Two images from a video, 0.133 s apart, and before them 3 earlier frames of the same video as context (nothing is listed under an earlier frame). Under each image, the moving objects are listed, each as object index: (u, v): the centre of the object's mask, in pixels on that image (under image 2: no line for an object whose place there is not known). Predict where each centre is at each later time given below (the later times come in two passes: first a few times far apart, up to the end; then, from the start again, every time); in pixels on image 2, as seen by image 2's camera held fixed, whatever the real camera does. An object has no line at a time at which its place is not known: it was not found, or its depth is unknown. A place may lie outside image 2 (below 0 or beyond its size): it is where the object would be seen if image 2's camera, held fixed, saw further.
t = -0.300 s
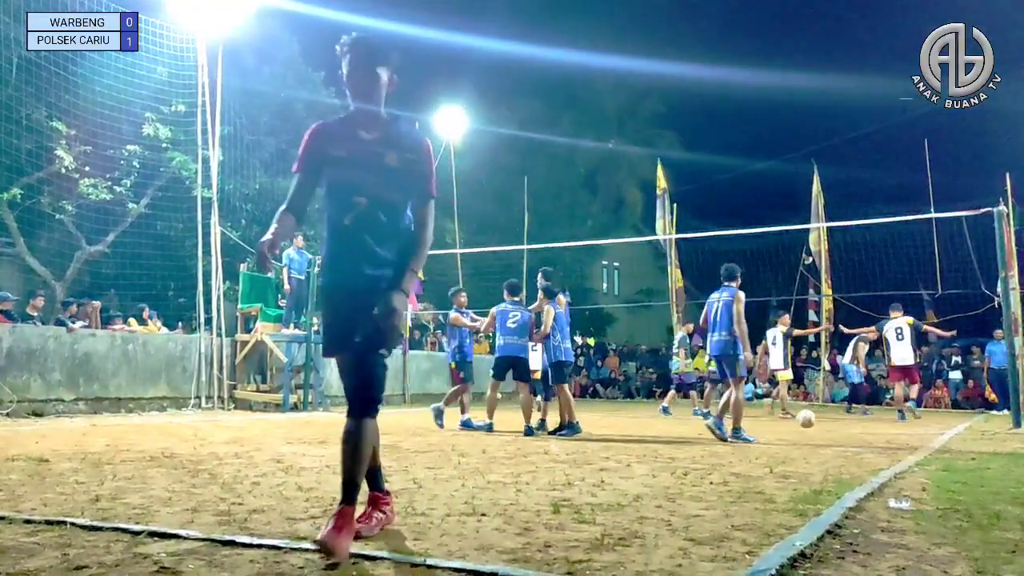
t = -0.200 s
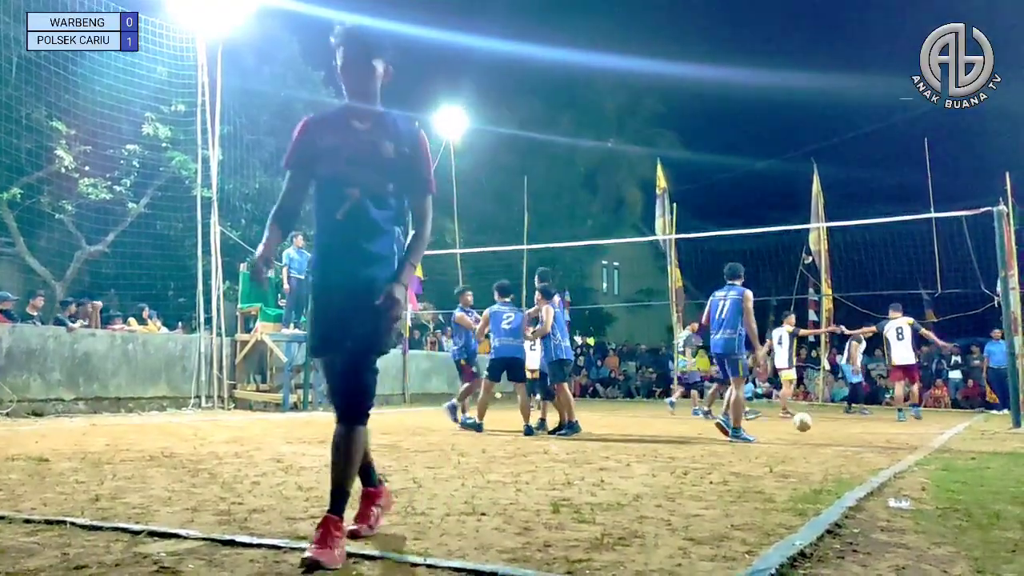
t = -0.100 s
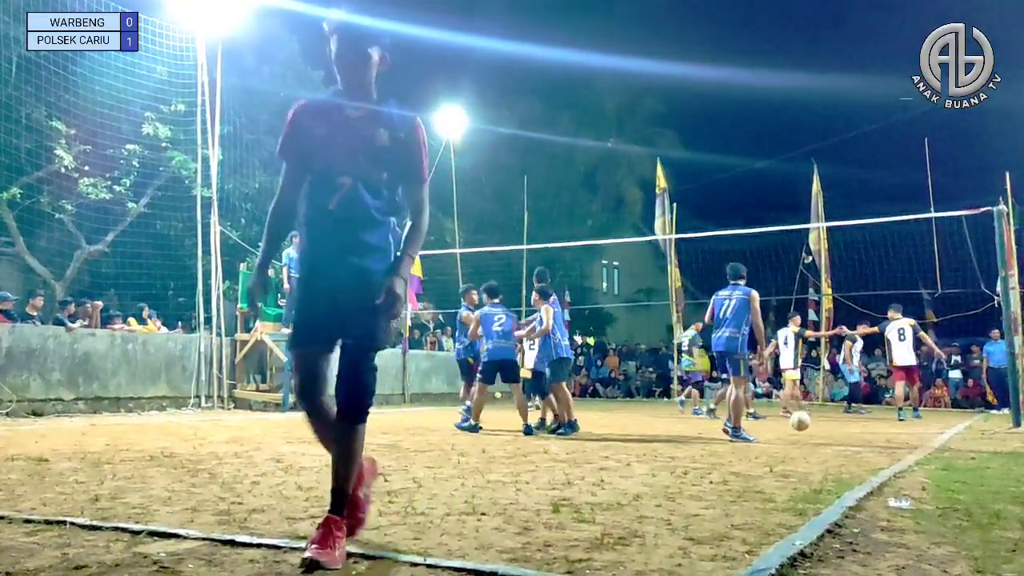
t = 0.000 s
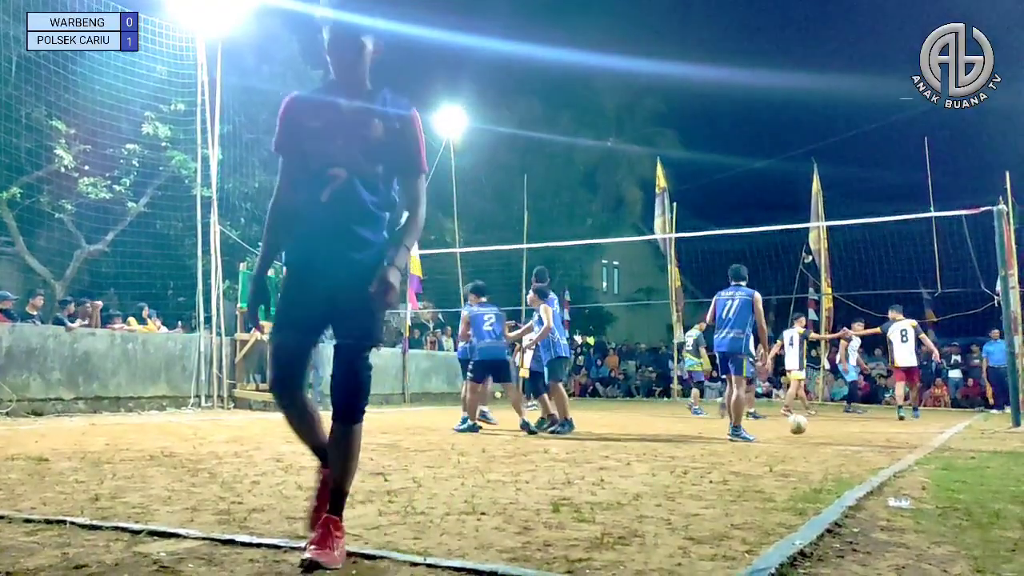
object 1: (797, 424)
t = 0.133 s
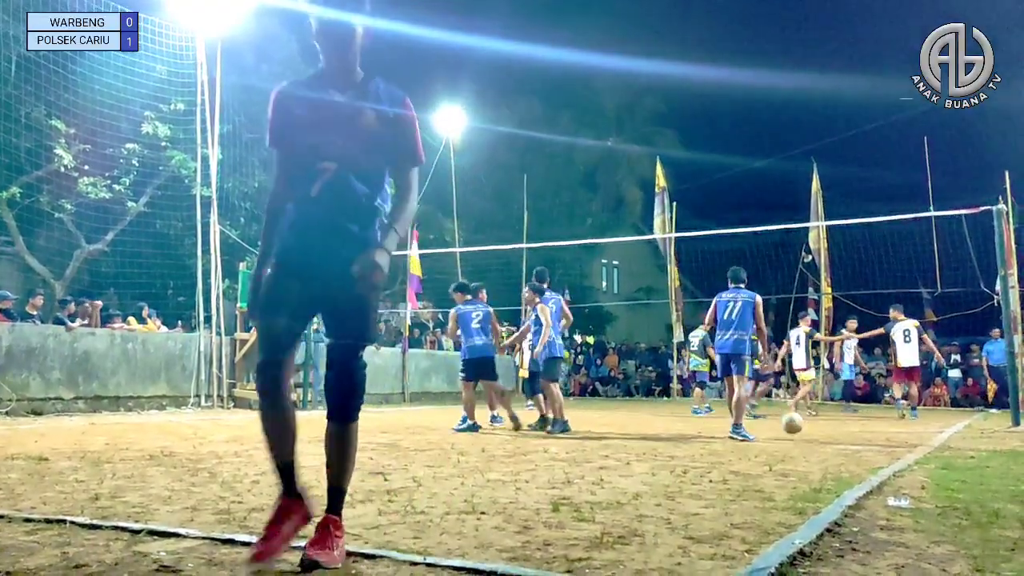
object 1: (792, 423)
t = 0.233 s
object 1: (788, 429)
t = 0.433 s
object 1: (782, 433)
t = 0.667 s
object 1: (773, 440)
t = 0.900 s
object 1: (764, 447)
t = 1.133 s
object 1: (750, 455)
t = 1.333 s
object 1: (736, 470)
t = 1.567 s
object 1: (714, 488)
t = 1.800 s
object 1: (680, 518)
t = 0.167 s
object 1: (790, 425)
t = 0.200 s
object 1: (789, 429)
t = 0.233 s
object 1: (788, 429)
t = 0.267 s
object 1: (787, 428)
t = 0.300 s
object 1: (786, 427)
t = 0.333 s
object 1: (785, 428)
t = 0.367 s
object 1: (784, 429)
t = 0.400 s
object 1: (783, 433)
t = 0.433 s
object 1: (782, 433)
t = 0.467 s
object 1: (781, 431)
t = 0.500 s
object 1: (779, 429)
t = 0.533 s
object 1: (778, 429)
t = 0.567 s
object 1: (777, 431)
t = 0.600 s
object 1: (775, 434)
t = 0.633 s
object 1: (774, 438)
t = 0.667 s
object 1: (773, 440)
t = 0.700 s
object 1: (772, 438)
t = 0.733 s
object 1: (770, 437)
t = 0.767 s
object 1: (769, 438)
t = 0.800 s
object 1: (768, 440)
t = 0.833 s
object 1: (767, 444)
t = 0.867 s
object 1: (766, 448)
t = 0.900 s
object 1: (764, 447)
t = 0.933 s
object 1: (762, 447)
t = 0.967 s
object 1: (760, 448)
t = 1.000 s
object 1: (759, 450)
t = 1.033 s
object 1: (756, 455)
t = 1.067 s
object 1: (754, 455)
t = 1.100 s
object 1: (752, 455)
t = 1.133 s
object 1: (750, 455)
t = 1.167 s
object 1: (748, 458)
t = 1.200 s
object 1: (745, 463)
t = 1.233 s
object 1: (743, 463)
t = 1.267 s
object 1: (741, 465)
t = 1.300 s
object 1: (738, 468)
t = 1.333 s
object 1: (736, 470)
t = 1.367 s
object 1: (734, 472)
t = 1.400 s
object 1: (730, 476)
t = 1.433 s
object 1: (727, 478)
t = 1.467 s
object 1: (724, 481)
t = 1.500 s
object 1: (720, 482)
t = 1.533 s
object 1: (717, 484)
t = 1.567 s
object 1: (714, 488)
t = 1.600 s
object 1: (709, 494)
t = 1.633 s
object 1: (705, 496)
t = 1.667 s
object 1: (700, 500)
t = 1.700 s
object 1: (696, 504)
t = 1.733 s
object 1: (690, 510)
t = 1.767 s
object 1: (686, 514)
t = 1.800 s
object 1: (680, 518)
